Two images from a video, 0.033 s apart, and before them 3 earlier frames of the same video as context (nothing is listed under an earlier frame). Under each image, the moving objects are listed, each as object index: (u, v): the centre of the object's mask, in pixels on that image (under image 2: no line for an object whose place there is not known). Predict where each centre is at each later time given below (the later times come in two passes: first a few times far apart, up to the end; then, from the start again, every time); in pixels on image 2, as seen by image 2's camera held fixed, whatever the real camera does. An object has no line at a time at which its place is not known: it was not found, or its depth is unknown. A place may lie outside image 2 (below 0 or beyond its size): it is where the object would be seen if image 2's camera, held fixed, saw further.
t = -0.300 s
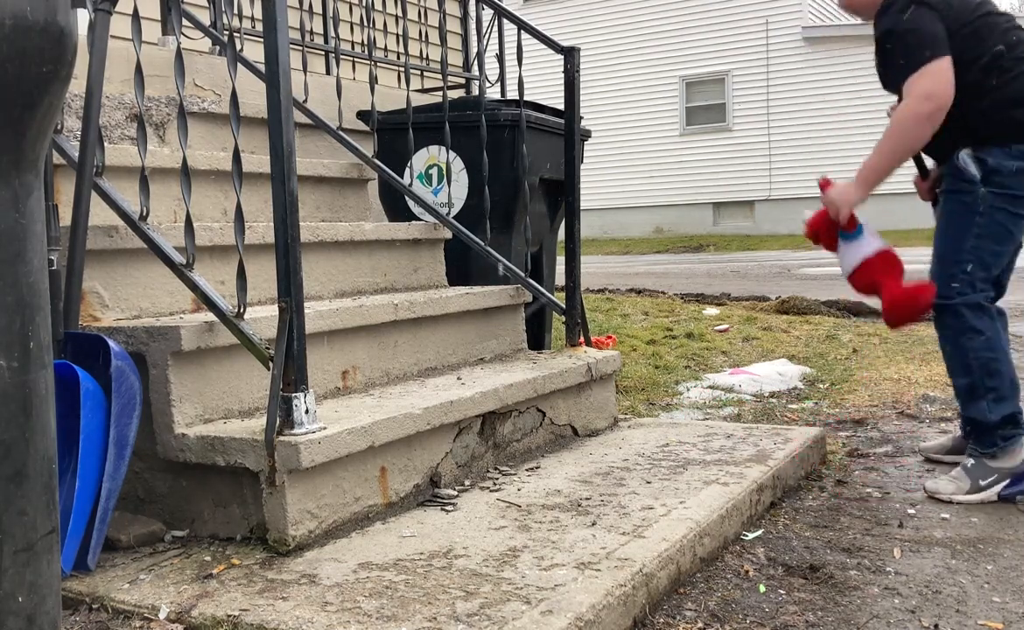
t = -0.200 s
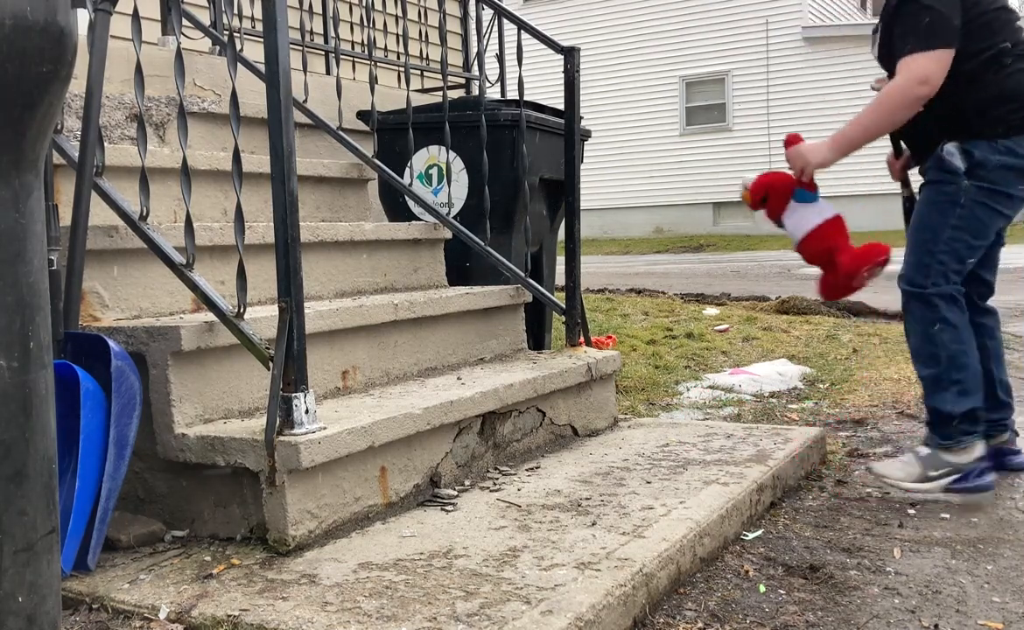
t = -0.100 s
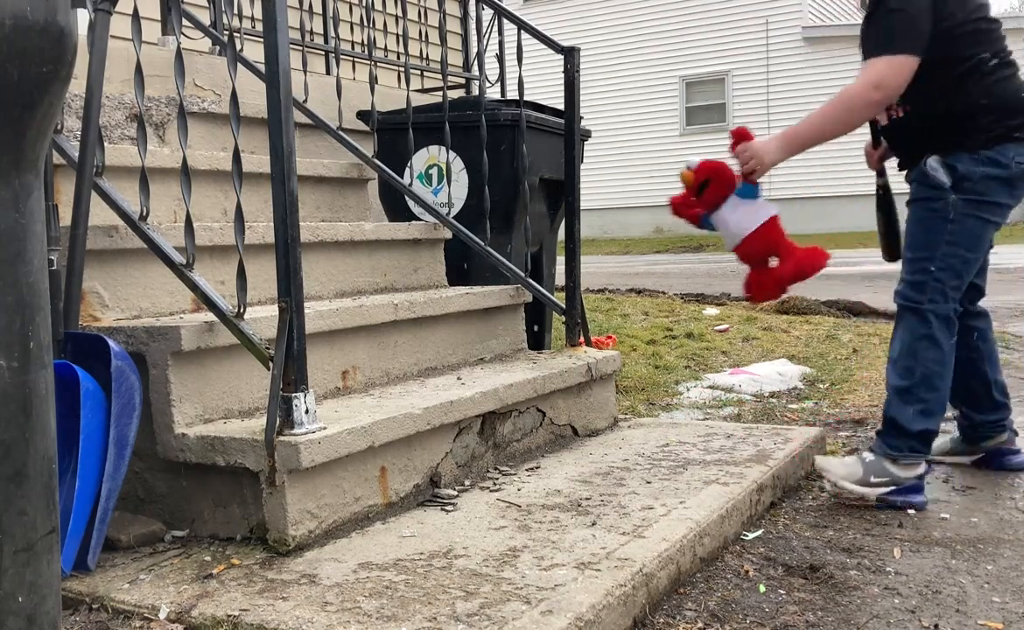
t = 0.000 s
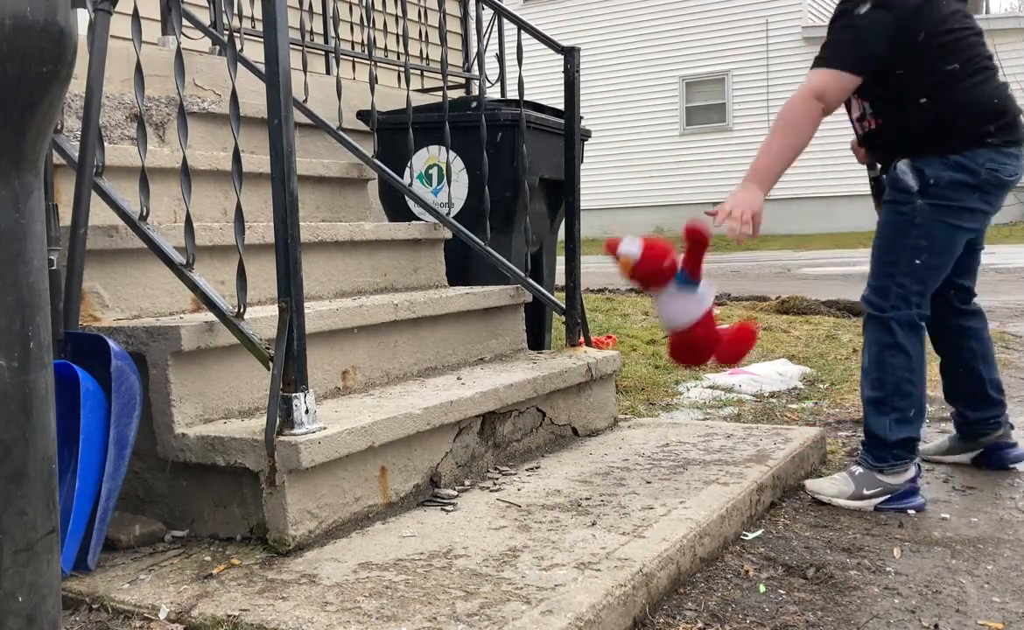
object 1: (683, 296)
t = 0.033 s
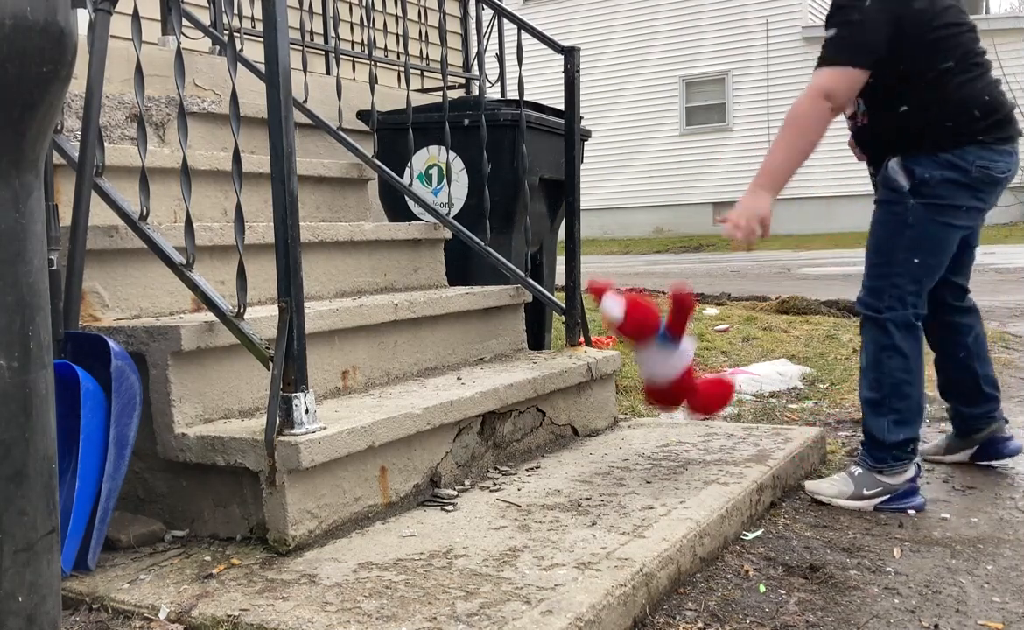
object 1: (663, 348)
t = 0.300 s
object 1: (520, 455)
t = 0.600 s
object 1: (524, 456)
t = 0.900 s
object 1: (524, 456)
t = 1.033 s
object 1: (524, 456)
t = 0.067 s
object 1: (648, 412)
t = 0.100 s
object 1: (609, 447)
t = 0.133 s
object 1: (585, 439)
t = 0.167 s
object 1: (562, 440)
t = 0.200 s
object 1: (539, 448)
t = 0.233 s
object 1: (524, 454)
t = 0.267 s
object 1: (520, 455)
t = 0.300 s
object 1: (520, 455)
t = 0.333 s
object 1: (521, 456)
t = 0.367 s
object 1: (523, 456)
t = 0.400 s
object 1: (524, 456)
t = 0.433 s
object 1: (525, 456)
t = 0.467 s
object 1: (524, 456)
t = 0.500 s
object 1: (524, 456)
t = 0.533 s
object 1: (524, 456)
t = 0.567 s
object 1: (524, 456)
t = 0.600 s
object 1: (524, 456)
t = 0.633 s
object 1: (524, 456)
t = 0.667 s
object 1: (524, 456)
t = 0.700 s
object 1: (524, 456)
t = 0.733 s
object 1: (524, 456)
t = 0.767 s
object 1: (524, 456)
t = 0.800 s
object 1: (524, 456)
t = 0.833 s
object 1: (524, 456)
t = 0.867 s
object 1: (524, 456)
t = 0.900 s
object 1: (524, 456)
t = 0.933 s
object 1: (524, 456)
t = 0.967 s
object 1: (524, 456)
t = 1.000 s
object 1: (524, 456)
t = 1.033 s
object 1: (524, 456)
